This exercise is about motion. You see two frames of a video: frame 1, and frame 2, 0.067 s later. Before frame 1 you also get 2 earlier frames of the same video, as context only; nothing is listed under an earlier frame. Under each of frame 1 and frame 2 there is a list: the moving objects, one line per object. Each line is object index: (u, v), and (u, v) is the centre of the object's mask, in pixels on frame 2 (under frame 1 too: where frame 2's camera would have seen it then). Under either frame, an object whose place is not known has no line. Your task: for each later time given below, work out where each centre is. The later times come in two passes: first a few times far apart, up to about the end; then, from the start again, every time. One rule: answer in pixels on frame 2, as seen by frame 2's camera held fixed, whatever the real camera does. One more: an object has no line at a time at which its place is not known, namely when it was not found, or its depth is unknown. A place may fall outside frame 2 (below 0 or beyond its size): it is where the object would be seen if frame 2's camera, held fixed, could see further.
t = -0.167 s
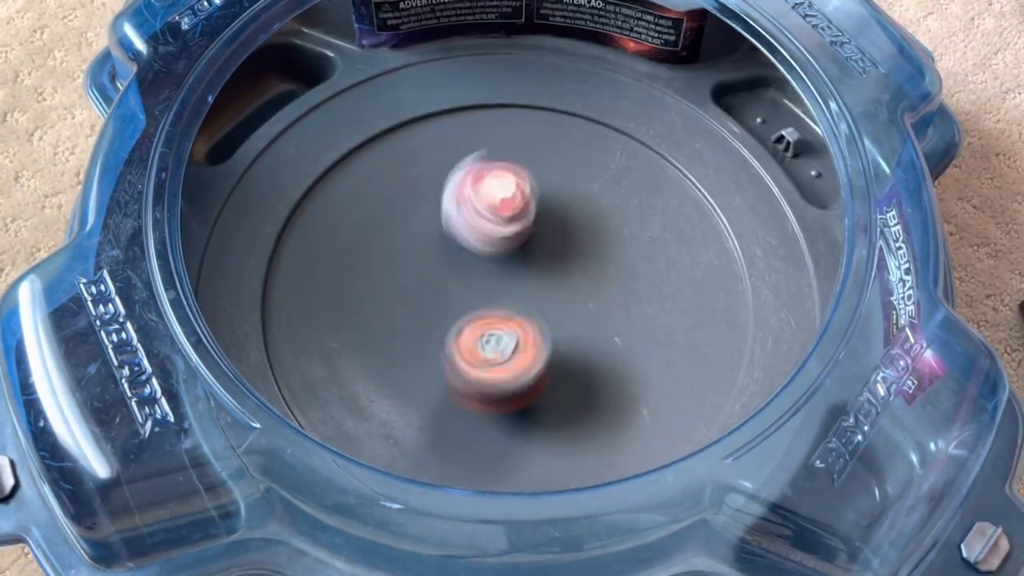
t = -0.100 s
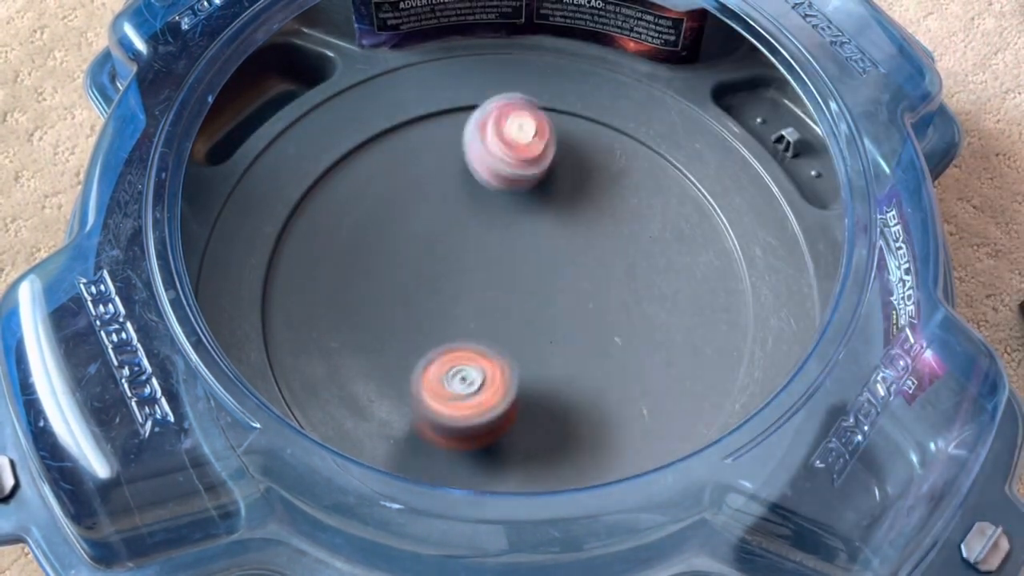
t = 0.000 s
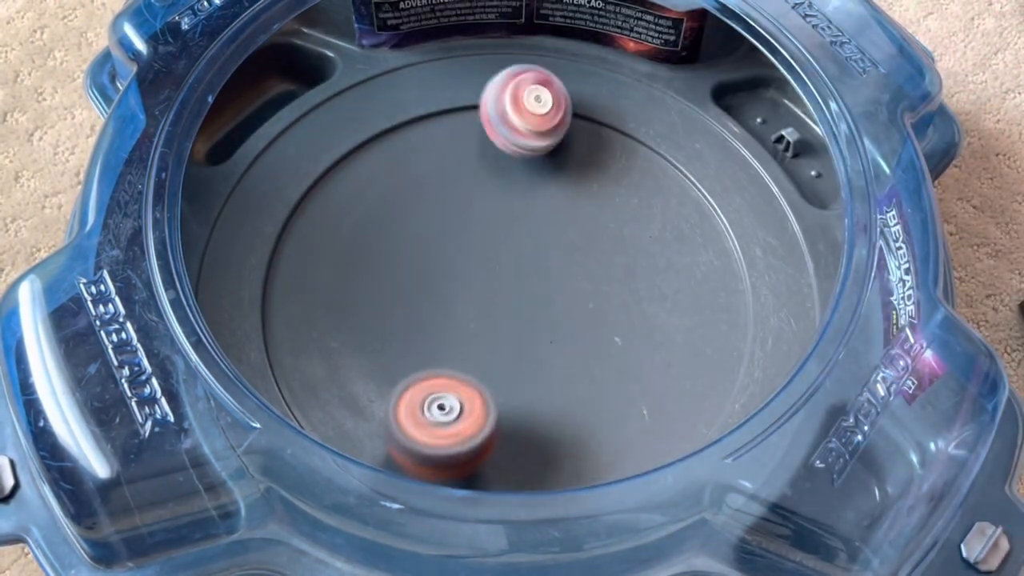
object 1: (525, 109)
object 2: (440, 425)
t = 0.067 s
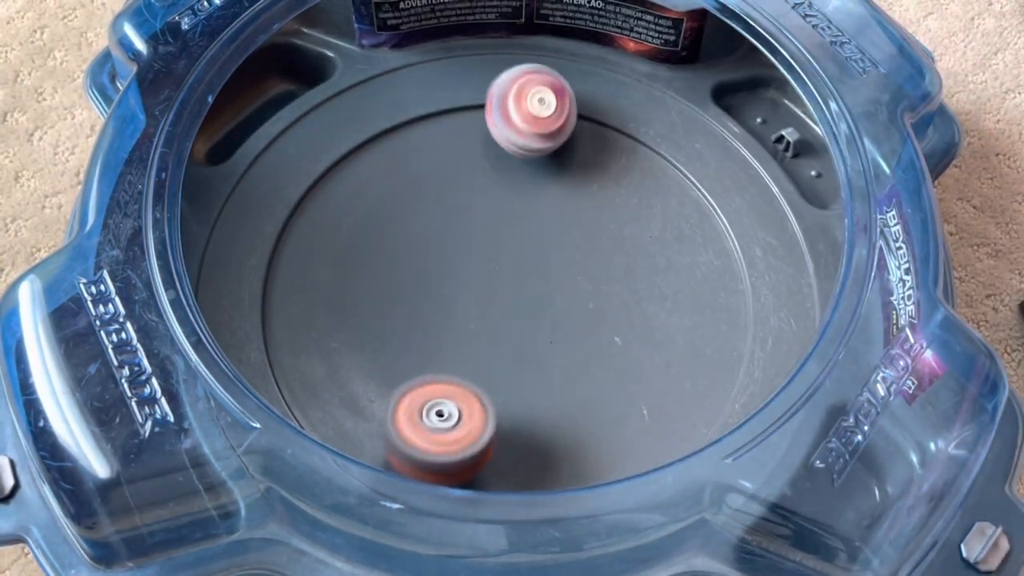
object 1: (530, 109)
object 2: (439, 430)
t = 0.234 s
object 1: (525, 119)
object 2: (464, 383)
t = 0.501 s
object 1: (534, 180)
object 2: (432, 227)
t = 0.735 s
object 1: (654, 271)
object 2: (294, 258)
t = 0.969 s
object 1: (549, 391)
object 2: (458, 304)
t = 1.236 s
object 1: (447, 444)
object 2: (596, 220)
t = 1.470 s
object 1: (465, 393)
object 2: (622, 154)
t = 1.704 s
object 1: (448, 203)
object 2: (557, 225)
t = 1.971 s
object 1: (454, 138)
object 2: (549, 355)
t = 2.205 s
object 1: (572, 223)
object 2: (544, 410)
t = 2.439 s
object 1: (656, 309)
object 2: (503, 328)
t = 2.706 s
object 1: (556, 372)
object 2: (435, 223)
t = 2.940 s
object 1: (406, 328)
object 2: (413, 187)
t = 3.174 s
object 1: (344, 256)
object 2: (530, 211)
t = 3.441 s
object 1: (451, 259)
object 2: (639, 246)
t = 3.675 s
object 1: (526, 252)
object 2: (700, 335)
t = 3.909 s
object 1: (506, 228)
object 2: (598, 357)
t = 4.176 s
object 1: (515, 229)
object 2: (407, 256)
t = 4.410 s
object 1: (515, 231)
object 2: (376, 189)
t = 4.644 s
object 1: (528, 248)
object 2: (472, 191)
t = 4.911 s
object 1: (516, 321)
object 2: (546, 151)
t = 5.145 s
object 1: (468, 299)
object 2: (561, 246)
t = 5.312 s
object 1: (462, 272)
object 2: (555, 299)
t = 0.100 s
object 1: (530, 112)
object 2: (442, 428)
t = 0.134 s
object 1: (529, 115)
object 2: (444, 423)
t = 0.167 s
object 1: (527, 116)
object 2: (450, 413)
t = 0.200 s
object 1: (526, 118)
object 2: (458, 400)
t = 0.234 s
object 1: (525, 119)
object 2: (464, 383)
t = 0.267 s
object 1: (525, 121)
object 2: (469, 363)
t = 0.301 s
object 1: (524, 123)
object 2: (471, 343)
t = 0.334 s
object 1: (523, 126)
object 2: (472, 321)
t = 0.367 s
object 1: (522, 130)
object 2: (470, 300)
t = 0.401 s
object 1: (522, 138)
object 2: (466, 280)
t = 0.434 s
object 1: (521, 150)
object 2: (461, 260)
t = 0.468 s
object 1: (521, 166)
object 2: (454, 242)
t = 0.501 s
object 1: (534, 180)
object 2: (432, 227)
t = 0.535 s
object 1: (572, 187)
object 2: (384, 226)
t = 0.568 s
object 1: (607, 200)
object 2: (346, 225)
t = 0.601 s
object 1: (636, 220)
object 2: (314, 225)
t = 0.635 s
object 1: (653, 235)
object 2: (289, 227)
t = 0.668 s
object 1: (658, 248)
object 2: (277, 232)
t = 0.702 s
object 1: (658, 260)
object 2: (282, 246)
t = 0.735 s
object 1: (654, 271)
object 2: (294, 258)
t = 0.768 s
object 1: (646, 284)
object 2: (311, 271)
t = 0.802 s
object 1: (635, 300)
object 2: (329, 282)
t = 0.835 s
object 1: (620, 317)
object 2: (352, 293)
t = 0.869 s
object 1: (605, 335)
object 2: (379, 303)
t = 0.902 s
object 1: (586, 355)
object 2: (404, 306)
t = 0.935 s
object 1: (569, 371)
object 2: (431, 307)
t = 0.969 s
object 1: (549, 391)
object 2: (458, 304)
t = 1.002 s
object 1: (529, 407)
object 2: (483, 299)
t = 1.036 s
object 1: (512, 422)
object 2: (504, 291)
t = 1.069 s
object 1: (496, 433)
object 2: (523, 281)
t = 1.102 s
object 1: (480, 441)
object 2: (541, 268)
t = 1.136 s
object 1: (467, 445)
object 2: (556, 255)
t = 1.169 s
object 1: (458, 445)
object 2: (570, 243)
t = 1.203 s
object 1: (452, 445)
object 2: (584, 232)
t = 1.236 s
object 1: (447, 444)
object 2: (596, 220)
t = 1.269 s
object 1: (447, 441)
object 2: (607, 208)
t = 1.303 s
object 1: (450, 438)
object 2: (618, 194)
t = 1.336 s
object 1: (454, 433)
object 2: (624, 181)
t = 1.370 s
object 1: (457, 428)
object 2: (626, 170)
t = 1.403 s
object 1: (461, 420)
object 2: (628, 160)
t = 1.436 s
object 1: (465, 409)
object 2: (627, 155)
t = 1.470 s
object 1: (465, 393)
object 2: (622, 154)
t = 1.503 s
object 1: (467, 372)
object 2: (615, 154)
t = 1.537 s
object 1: (469, 348)
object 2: (606, 158)
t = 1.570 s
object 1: (468, 321)
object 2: (591, 168)
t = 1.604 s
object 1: (468, 294)
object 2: (579, 178)
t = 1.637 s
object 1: (467, 264)
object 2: (566, 191)
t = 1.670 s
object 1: (463, 236)
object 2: (554, 207)
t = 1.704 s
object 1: (448, 203)
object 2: (557, 225)
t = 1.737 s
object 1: (437, 175)
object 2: (555, 244)
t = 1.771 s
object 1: (429, 153)
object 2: (555, 262)
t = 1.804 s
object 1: (424, 130)
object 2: (554, 278)
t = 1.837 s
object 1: (422, 116)
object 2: (554, 294)
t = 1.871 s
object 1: (425, 111)
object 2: (553, 309)
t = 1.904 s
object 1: (432, 120)
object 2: (551, 326)
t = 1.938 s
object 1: (442, 127)
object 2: (550, 340)
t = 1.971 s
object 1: (454, 138)
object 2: (549, 355)
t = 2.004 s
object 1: (468, 148)
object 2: (548, 367)
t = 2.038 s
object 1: (483, 162)
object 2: (545, 381)
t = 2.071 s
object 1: (498, 173)
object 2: (544, 393)
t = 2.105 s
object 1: (517, 187)
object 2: (543, 403)
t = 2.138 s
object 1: (533, 198)
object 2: (543, 407)
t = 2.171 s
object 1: (553, 210)
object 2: (543, 411)
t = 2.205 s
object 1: (572, 223)
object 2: (544, 410)
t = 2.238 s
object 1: (591, 234)
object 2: (544, 405)
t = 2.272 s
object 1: (608, 246)
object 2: (542, 395)
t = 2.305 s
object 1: (624, 258)
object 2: (537, 385)
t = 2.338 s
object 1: (637, 271)
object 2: (530, 371)
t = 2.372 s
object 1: (647, 284)
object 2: (523, 358)
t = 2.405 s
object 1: (653, 296)
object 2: (513, 343)
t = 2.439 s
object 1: (656, 309)
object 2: (503, 328)
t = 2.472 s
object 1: (654, 320)
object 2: (494, 314)
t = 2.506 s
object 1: (648, 332)
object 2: (484, 300)
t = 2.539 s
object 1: (639, 341)
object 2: (475, 287)
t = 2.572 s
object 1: (629, 349)
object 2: (466, 274)
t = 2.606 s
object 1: (614, 357)
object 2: (457, 261)
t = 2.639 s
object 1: (597, 363)
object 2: (450, 248)
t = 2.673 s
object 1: (577, 368)
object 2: (441, 235)
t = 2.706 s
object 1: (556, 372)
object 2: (435, 223)
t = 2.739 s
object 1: (534, 371)
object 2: (428, 213)
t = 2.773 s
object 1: (508, 371)
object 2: (423, 205)
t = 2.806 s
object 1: (485, 367)
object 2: (418, 196)
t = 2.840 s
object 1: (461, 361)
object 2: (417, 186)
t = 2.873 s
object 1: (440, 350)
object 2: (415, 182)
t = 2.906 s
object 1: (421, 340)
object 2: (412, 183)
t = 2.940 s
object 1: (406, 328)
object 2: (413, 187)
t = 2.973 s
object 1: (395, 313)
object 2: (420, 187)
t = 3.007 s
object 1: (386, 300)
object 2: (427, 195)
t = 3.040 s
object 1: (382, 286)
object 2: (437, 202)
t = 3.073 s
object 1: (373, 273)
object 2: (452, 206)
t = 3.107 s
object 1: (358, 268)
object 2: (483, 206)
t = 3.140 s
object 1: (349, 261)
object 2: (508, 207)
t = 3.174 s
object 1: (344, 256)
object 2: (530, 211)
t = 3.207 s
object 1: (342, 252)
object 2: (551, 214)
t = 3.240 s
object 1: (343, 253)
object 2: (566, 218)
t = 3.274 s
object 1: (352, 254)
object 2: (579, 221)
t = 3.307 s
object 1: (366, 254)
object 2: (594, 224)
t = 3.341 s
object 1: (382, 255)
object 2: (606, 227)
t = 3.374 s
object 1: (404, 257)
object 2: (617, 233)
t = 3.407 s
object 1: (427, 258)
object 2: (629, 239)
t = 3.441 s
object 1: (451, 259)
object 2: (639, 246)
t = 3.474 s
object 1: (477, 263)
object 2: (645, 254)
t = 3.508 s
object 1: (501, 268)
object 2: (651, 262)
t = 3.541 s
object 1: (522, 271)
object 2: (655, 268)
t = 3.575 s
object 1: (543, 276)
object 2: (654, 278)
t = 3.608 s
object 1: (556, 278)
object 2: (656, 288)
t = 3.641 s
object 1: (542, 264)
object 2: (682, 317)
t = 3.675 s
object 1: (526, 252)
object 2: (700, 335)
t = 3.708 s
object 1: (515, 241)
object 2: (710, 351)
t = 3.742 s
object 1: (506, 231)
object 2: (701, 366)
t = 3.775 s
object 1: (502, 226)
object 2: (683, 365)
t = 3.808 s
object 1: (501, 225)
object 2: (662, 368)
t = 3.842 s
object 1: (501, 224)
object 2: (641, 363)
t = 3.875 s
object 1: (503, 226)
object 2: (619, 360)
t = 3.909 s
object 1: (506, 228)
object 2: (598, 357)
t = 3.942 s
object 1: (509, 228)
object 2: (574, 350)
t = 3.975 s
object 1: (511, 229)
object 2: (549, 342)
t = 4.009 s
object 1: (513, 228)
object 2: (526, 332)
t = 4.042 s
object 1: (515, 229)
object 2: (500, 318)
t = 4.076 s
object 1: (516, 229)
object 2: (474, 306)
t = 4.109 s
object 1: (515, 228)
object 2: (452, 290)
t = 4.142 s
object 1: (515, 229)
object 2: (429, 279)
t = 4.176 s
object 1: (515, 229)
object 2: (407, 256)
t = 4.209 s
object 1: (515, 229)
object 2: (391, 241)
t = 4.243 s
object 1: (515, 229)
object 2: (378, 225)
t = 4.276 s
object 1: (515, 229)
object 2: (369, 216)
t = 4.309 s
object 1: (515, 230)
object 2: (364, 206)
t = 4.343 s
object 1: (515, 231)
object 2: (364, 198)
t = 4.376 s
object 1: (515, 230)
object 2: (368, 195)
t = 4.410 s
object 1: (515, 231)
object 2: (376, 189)
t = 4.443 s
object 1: (515, 231)
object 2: (386, 191)
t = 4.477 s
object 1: (515, 231)
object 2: (401, 192)
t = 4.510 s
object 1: (515, 231)
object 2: (412, 195)
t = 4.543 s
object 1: (517, 232)
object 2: (427, 199)
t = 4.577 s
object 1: (523, 240)
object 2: (442, 193)
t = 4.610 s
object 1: (526, 245)
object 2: (456, 194)
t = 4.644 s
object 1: (528, 248)
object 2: (472, 191)
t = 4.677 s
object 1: (529, 258)
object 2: (491, 182)
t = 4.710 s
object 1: (532, 277)
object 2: (502, 170)
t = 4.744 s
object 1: (535, 296)
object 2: (513, 149)
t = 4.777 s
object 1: (534, 310)
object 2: (525, 144)
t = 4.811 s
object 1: (529, 317)
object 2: (534, 142)
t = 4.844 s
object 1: (523, 318)
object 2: (540, 139)
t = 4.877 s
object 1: (517, 316)
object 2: (543, 144)
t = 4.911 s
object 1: (516, 321)
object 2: (546, 151)
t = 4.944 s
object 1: (510, 318)
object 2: (547, 159)
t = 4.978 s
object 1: (505, 314)
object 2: (547, 174)
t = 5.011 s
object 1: (499, 309)
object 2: (550, 188)
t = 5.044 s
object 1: (498, 305)
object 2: (549, 206)
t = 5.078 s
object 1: (491, 294)
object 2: (549, 223)
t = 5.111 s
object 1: (478, 298)
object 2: (556, 235)
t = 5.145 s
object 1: (468, 299)
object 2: (561, 246)
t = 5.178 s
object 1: (461, 296)
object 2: (562, 255)
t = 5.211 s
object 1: (463, 291)
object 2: (559, 264)
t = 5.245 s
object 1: (467, 283)
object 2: (558, 277)
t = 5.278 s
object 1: (466, 278)
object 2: (555, 288)
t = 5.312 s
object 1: (462, 272)
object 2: (555, 299)
